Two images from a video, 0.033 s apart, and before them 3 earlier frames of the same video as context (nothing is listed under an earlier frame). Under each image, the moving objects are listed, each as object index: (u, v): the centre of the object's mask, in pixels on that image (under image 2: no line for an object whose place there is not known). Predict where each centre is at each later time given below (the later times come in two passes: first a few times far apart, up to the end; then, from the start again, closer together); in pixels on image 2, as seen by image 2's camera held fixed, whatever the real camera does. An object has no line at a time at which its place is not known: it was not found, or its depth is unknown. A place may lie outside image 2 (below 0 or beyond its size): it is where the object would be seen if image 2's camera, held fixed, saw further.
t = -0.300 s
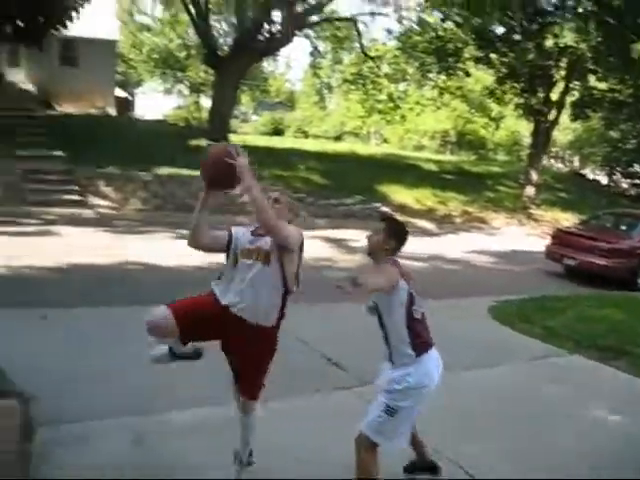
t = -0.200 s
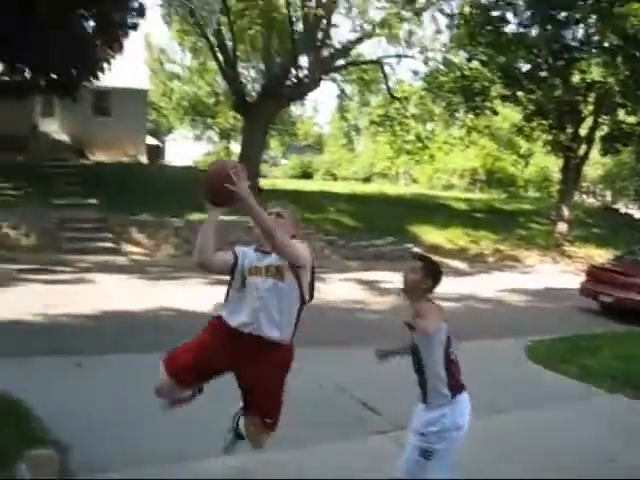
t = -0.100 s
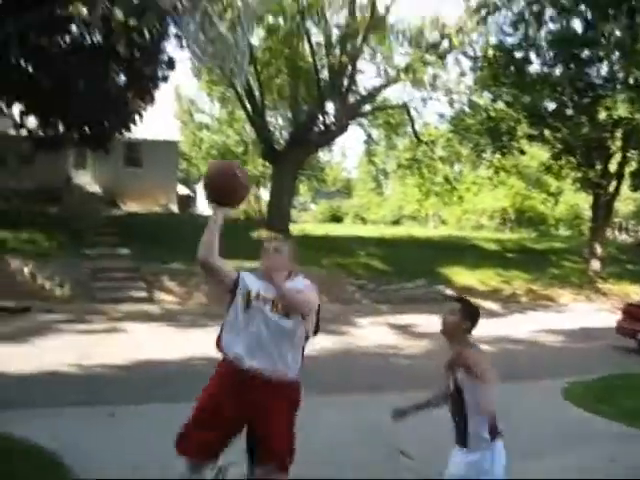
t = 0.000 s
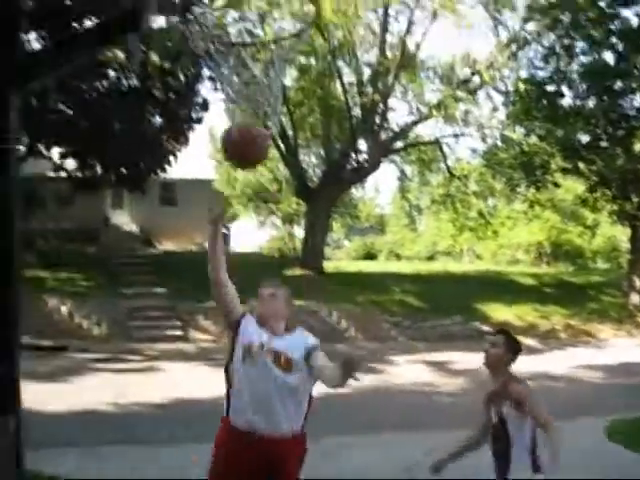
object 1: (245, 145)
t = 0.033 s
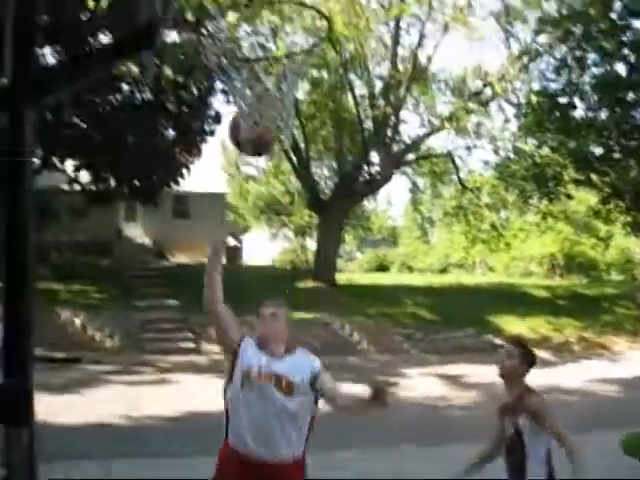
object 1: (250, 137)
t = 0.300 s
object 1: (216, -15)
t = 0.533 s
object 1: (203, -28)
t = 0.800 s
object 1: (287, 48)
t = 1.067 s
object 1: (267, 169)
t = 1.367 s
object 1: (221, 517)
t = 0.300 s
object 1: (216, -15)
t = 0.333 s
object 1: (213, -22)
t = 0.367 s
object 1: (210, -29)
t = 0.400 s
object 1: (208, -32)
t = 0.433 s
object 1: (205, -34)
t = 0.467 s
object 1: (203, -36)
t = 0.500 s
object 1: (202, -34)
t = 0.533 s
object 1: (203, -28)
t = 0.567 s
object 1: (206, -20)
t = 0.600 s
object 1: (210, -7)
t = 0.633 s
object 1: (210, 10)
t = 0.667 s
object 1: (220, 26)
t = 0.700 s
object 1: (236, 28)
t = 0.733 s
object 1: (254, 34)
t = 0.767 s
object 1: (270, 42)
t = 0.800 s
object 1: (287, 48)
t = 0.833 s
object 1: (296, 59)
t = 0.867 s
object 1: (295, 74)
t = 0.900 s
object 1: (287, 88)
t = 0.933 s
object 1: (284, 99)
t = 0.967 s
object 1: (280, 112)
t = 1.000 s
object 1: (277, 129)
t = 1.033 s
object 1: (270, 153)
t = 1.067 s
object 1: (267, 169)
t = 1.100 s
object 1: (261, 196)
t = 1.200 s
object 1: (245, 291)
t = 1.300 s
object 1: (227, 423)
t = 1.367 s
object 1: (221, 517)
